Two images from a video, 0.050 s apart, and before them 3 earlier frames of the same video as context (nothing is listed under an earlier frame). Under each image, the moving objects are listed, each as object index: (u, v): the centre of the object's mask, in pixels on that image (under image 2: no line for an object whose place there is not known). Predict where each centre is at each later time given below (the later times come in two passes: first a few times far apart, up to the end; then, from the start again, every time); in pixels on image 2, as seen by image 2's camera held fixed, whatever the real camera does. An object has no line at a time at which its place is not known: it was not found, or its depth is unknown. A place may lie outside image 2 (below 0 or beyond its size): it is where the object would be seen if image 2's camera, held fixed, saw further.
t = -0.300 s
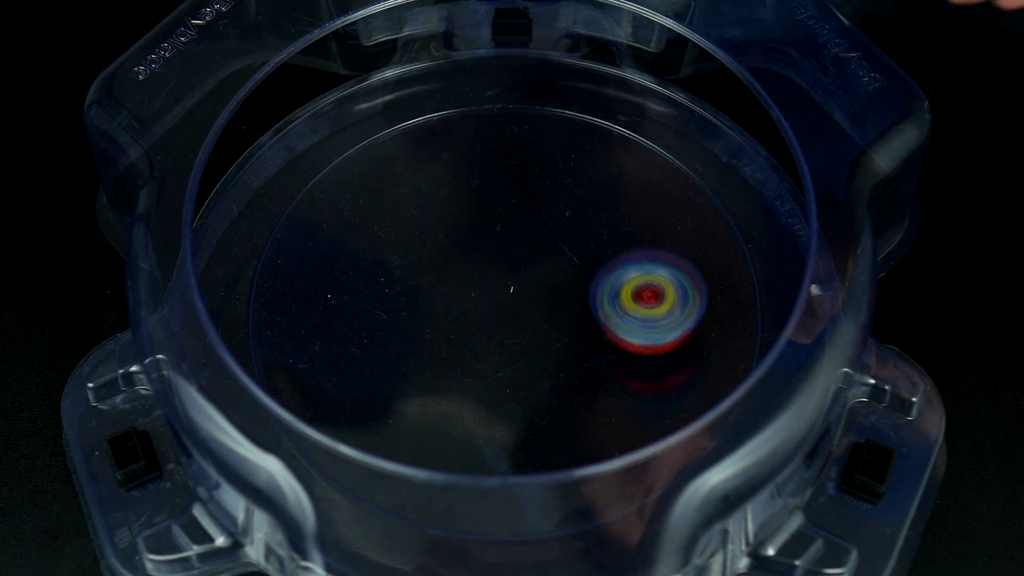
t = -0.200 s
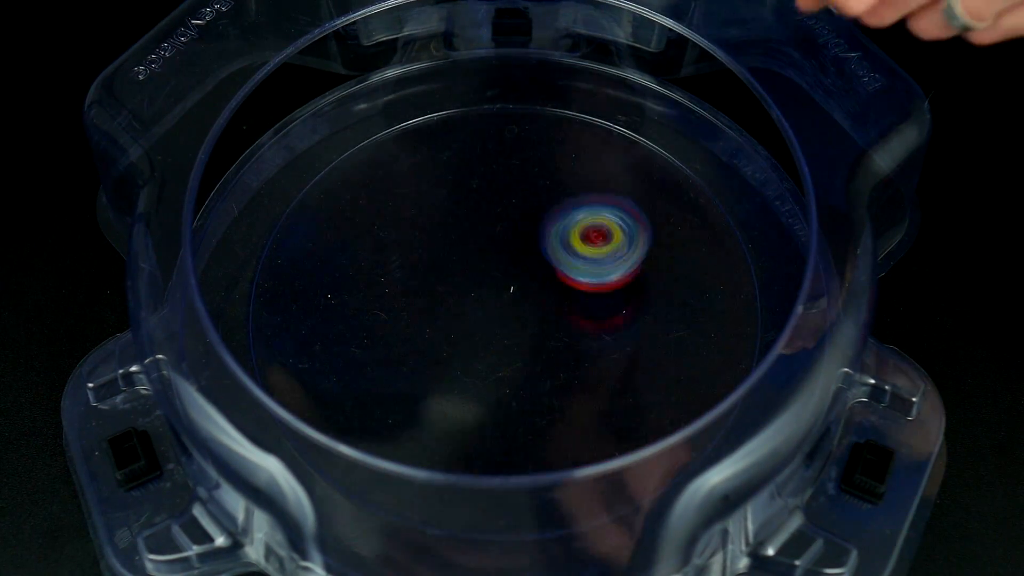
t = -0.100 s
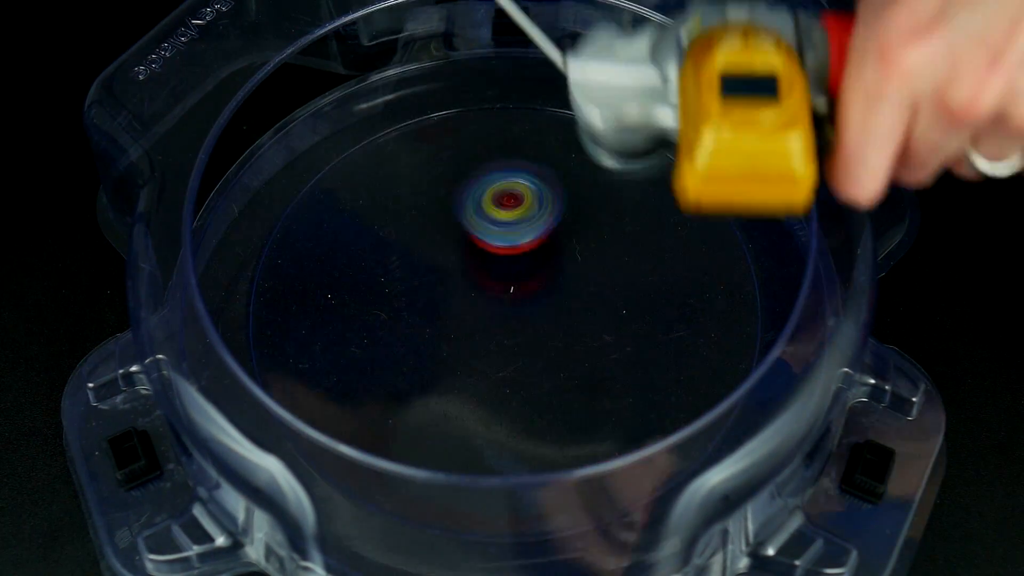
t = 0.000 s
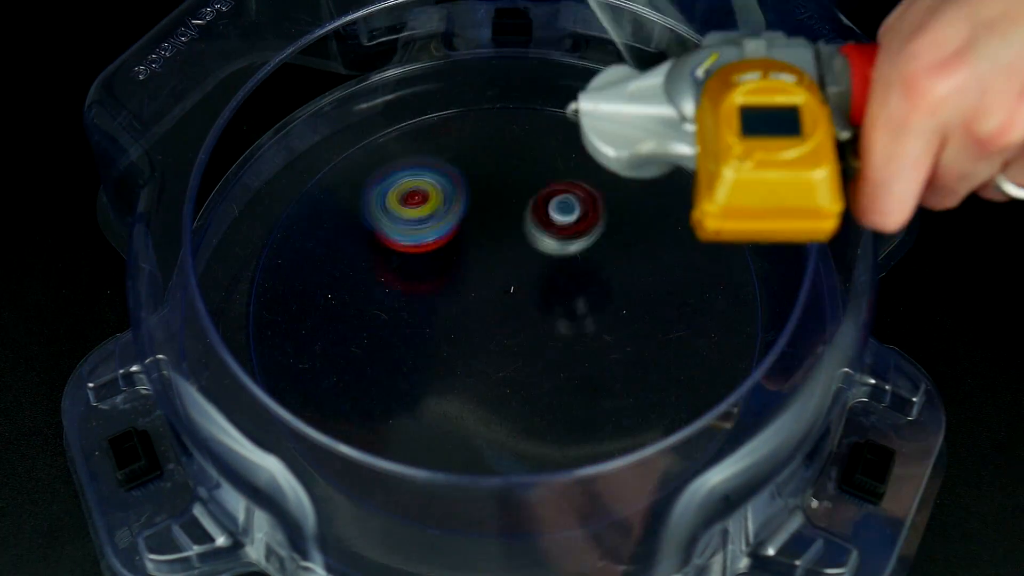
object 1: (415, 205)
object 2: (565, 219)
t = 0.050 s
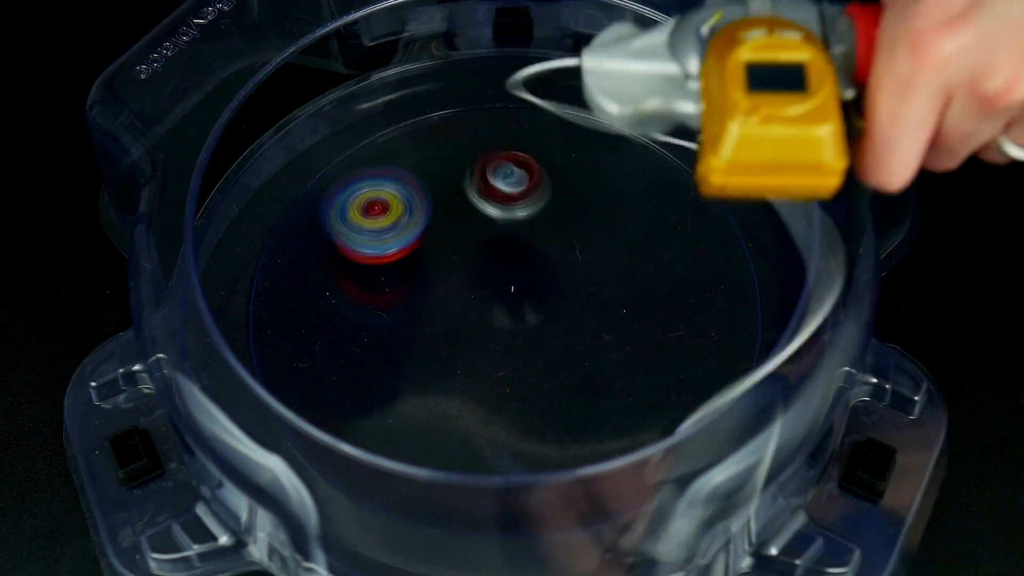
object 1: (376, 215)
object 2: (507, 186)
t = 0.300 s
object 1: (335, 366)
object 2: (314, 228)
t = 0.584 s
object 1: (670, 438)
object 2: (535, 365)
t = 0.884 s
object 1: (691, 201)
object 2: (464, 134)
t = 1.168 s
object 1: (455, 160)
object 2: (387, 406)
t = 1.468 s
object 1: (361, 347)
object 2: (707, 232)
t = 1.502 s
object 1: (377, 369)
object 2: (693, 192)
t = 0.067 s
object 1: (363, 222)
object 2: (486, 169)
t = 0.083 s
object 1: (353, 228)
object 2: (461, 154)
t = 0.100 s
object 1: (344, 234)
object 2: (443, 143)
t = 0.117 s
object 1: (336, 243)
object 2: (422, 137)
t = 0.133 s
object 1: (329, 252)
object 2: (401, 133)
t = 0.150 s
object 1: (323, 261)
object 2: (381, 134)
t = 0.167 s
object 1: (319, 272)
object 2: (362, 138)
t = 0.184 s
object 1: (315, 283)
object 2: (344, 146)
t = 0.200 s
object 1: (314, 293)
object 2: (329, 155)
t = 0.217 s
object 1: (314, 305)
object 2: (324, 159)
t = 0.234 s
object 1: (315, 318)
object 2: (321, 165)
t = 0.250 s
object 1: (318, 330)
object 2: (317, 175)
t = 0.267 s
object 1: (322, 341)
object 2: (315, 188)
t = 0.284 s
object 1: (328, 353)
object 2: (314, 206)
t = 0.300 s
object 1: (335, 366)
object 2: (314, 228)
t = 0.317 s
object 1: (345, 377)
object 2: (313, 254)
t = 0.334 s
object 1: (355, 387)
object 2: (316, 282)
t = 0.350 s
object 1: (368, 397)
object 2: (318, 301)
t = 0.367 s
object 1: (381, 405)
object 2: (322, 321)
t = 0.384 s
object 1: (398, 413)
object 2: (327, 344)
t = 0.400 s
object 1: (416, 422)
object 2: (336, 365)
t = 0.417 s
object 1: (433, 428)
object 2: (349, 380)
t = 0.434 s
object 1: (453, 433)
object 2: (365, 396)
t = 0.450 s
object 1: (478, 441)
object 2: (383, 396)
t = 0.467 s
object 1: (507, 453)
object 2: (401, 395)
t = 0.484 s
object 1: (535, 459)
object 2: (418, 398)
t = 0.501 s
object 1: (563, 464)
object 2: (436, 398)
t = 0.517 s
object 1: (591, 466)
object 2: (456, 396)
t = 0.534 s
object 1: (616, 464)
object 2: (477, 391)
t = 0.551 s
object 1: (636, 461)
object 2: (497, 385)
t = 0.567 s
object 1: (655, 452)
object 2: (516, 377)
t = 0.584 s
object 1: (670, 438)
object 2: (535, 365)
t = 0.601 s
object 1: (685, 426)
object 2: (550, 352)
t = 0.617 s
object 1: (698, 415)
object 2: (563, 336)
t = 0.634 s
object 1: (709, 402)
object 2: (575, 319)
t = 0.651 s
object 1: (719, 388)
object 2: (584, 302)
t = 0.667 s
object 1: (726, 374)
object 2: (591, 285)
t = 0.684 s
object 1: (731, 358)
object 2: (594, 268)
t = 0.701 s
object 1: (733, 343)
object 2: (594, 249)
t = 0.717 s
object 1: (736, 328)
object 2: (592, 233)
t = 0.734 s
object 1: (734, 313)
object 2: (586, 215)
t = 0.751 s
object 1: (736, 299)
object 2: (579, 201)
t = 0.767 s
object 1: (736, 285)
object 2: (569, 187)
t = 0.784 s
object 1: (733, 271)
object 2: (558, 173)
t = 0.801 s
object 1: (729, 257)
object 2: (547, 162)
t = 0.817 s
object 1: (723, 244)
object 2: (533, 151)
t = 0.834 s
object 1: (717, 231)
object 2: (517, 143)
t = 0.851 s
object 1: (708, 220)
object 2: (502, 138)
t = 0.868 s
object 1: (700, 210)
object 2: (484, 135)
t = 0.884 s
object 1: (691, 201)
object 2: (464, 134)
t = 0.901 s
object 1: (681, 191)
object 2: (442, 135)
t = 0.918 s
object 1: (669, 182)
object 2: (420, 140)
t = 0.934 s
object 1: (657, 173)
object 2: (397, 147)
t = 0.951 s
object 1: (644, 166)
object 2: (376, 155)
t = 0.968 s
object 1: (631, 160)
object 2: (356, 167)
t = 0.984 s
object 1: (617, 155)
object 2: (338, 181)
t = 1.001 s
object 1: (603, 151)
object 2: (324, 195)
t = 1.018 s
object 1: (588, 148)
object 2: (311, 213)
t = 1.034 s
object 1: (574, 144)
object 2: (304, 232)
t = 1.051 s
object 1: (557, 143)
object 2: (299, 253)
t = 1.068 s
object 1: (543, 143)
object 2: (302, 275)
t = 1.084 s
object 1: (528, 144)
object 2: (307, 300)
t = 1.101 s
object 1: (514, 145)
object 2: (315, 325)
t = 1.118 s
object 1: (498, 147)
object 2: (329, 349)
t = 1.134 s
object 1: (484, 151)
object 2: (345, 372)
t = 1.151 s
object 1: (469, 155)
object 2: (364, 390)
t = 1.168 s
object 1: (455, 160)
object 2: (387, 406)
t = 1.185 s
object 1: (441, 166)
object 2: (413, 418)
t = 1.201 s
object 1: (428, 172)
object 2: (439, 428)
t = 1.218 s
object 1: (416, 179)
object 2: (465, 432)
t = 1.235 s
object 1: (404, 187)
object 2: (491, 435)
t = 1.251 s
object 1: (392, 196)
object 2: (521, 433)
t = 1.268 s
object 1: (382, 206)
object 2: (548, 428)
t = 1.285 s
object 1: (373, 216)
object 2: (574, 420)
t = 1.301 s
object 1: (366, 227)
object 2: (597, 409)
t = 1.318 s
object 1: (359, 238)
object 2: (618, 398)
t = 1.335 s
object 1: (353, 249)
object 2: (638, 384)
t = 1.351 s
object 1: (350, 261)
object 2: (655, 370)
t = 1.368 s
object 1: (347, 274)
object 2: (671, 354)
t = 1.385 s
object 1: (346, 286)
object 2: (684, 336)
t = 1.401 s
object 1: (346, 299)
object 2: (696, 315)
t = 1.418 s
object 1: (348, 311)
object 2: (705, 295)
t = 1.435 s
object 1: (351, 324)
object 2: (709, 273)
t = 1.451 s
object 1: (355, 336)
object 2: (710, 253)
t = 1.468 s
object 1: (361, 347)
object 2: (707, 232)
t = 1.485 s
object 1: (369, 359)
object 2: (702, 211)
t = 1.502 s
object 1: (377, 369)
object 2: (693, 192)
